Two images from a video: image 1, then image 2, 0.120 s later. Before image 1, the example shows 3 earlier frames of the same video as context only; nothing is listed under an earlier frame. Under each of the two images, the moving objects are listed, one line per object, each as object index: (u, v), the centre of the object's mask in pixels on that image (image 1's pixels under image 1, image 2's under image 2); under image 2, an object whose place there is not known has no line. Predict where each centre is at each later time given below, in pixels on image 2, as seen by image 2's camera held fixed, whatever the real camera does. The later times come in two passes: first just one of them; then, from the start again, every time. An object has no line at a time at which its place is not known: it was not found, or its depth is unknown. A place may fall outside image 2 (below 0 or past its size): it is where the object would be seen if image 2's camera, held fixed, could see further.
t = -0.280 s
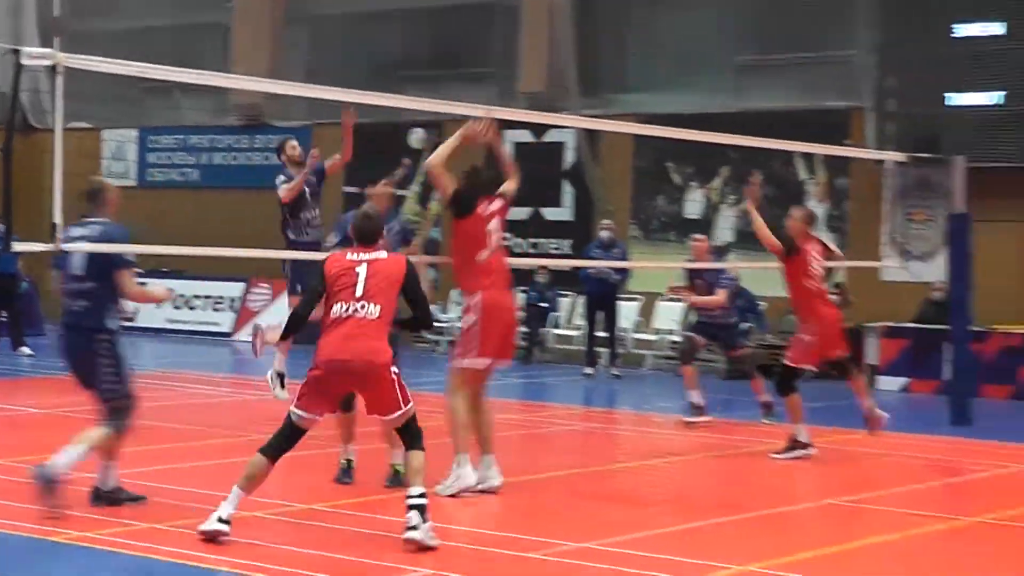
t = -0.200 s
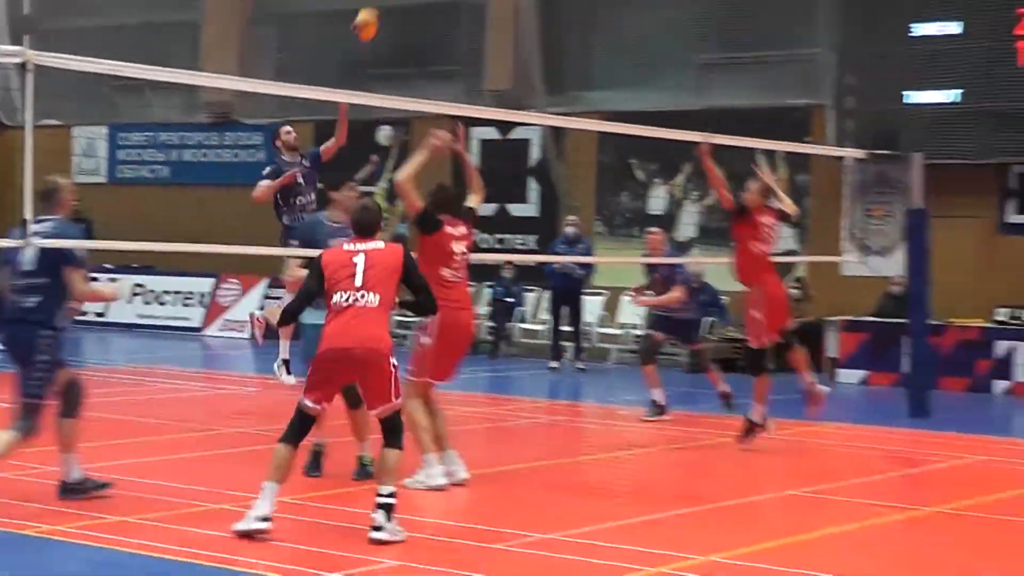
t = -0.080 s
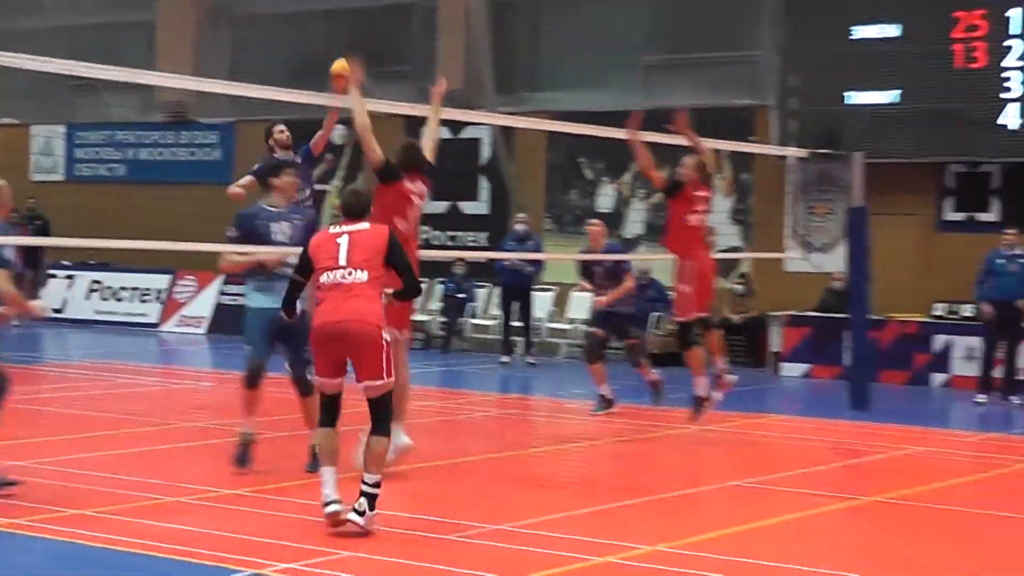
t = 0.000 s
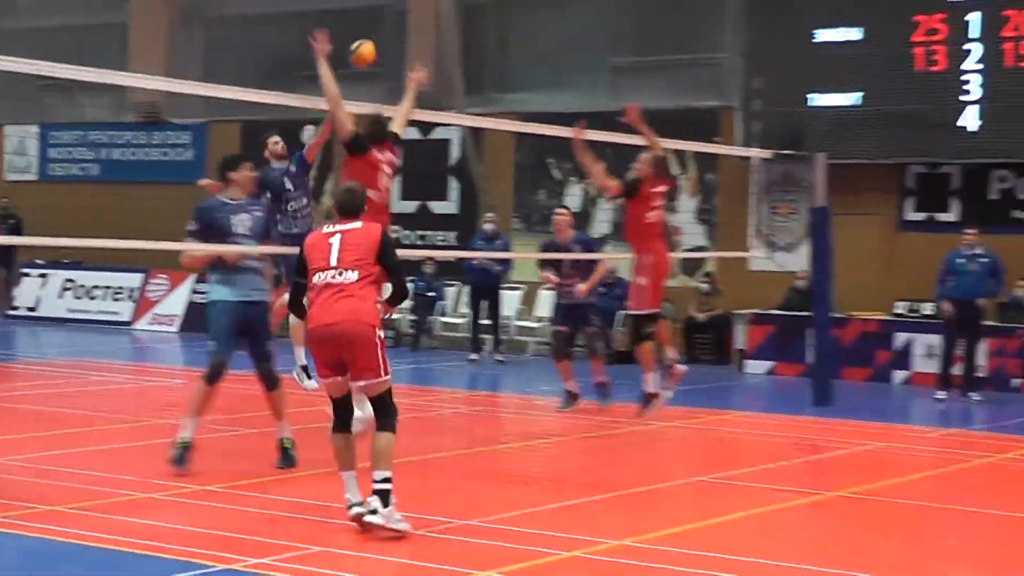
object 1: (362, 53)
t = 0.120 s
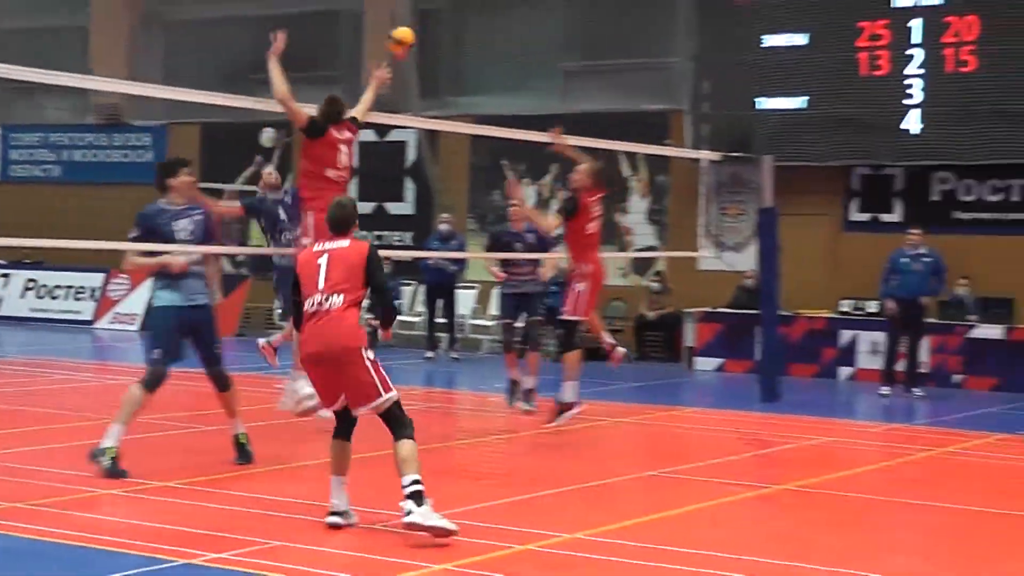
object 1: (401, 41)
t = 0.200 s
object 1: (458, 37)
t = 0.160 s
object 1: (429, 38)
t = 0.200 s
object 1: (458, 37)
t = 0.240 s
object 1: (487, 41)
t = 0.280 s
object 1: (518, 45)
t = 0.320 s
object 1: (551, 47)
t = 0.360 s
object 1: (583, 61)
